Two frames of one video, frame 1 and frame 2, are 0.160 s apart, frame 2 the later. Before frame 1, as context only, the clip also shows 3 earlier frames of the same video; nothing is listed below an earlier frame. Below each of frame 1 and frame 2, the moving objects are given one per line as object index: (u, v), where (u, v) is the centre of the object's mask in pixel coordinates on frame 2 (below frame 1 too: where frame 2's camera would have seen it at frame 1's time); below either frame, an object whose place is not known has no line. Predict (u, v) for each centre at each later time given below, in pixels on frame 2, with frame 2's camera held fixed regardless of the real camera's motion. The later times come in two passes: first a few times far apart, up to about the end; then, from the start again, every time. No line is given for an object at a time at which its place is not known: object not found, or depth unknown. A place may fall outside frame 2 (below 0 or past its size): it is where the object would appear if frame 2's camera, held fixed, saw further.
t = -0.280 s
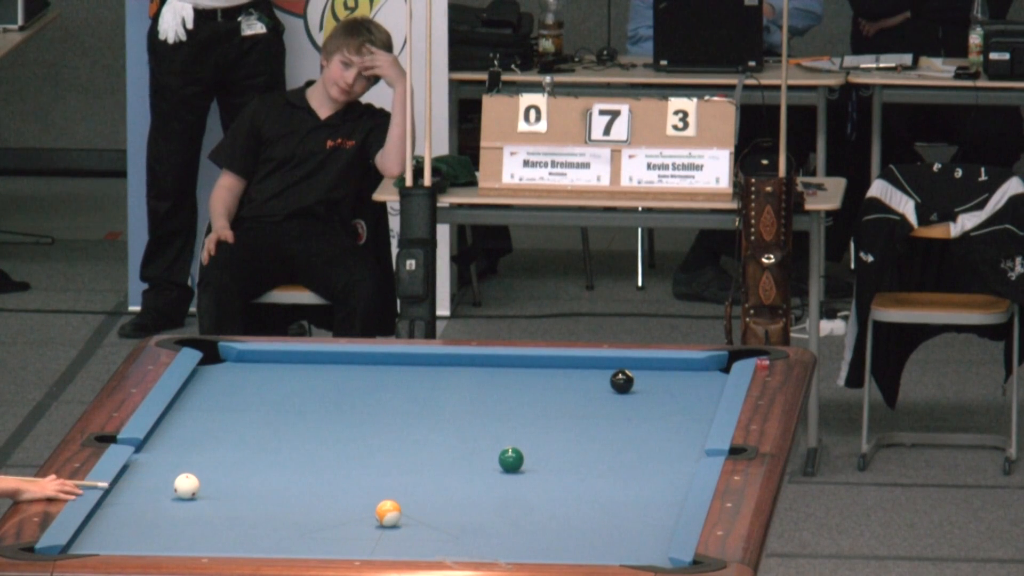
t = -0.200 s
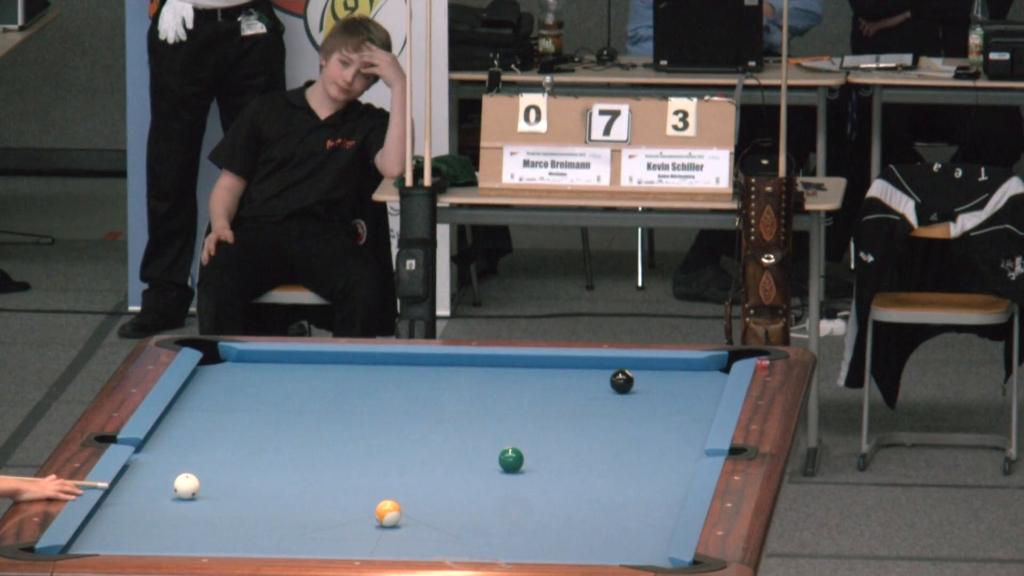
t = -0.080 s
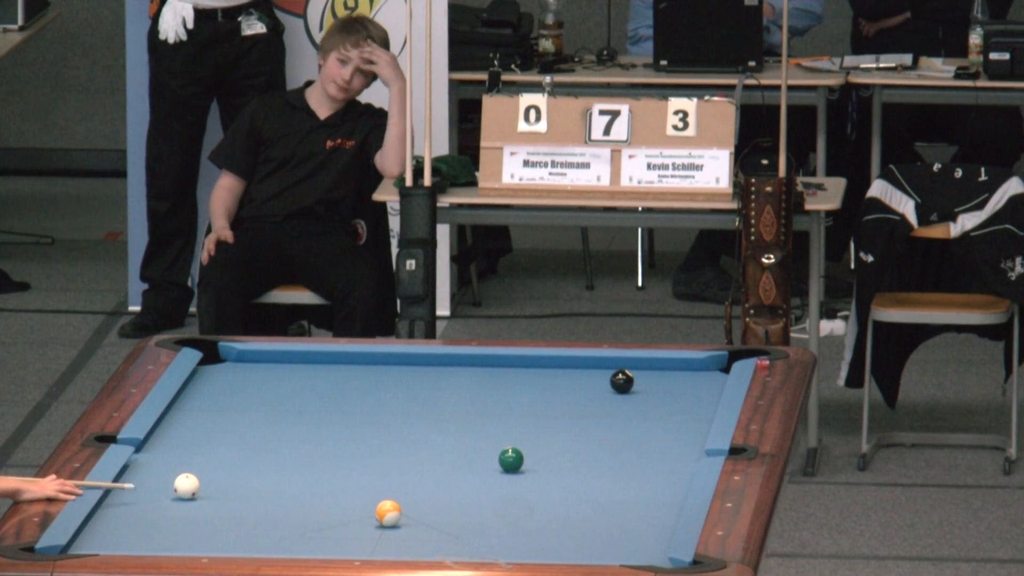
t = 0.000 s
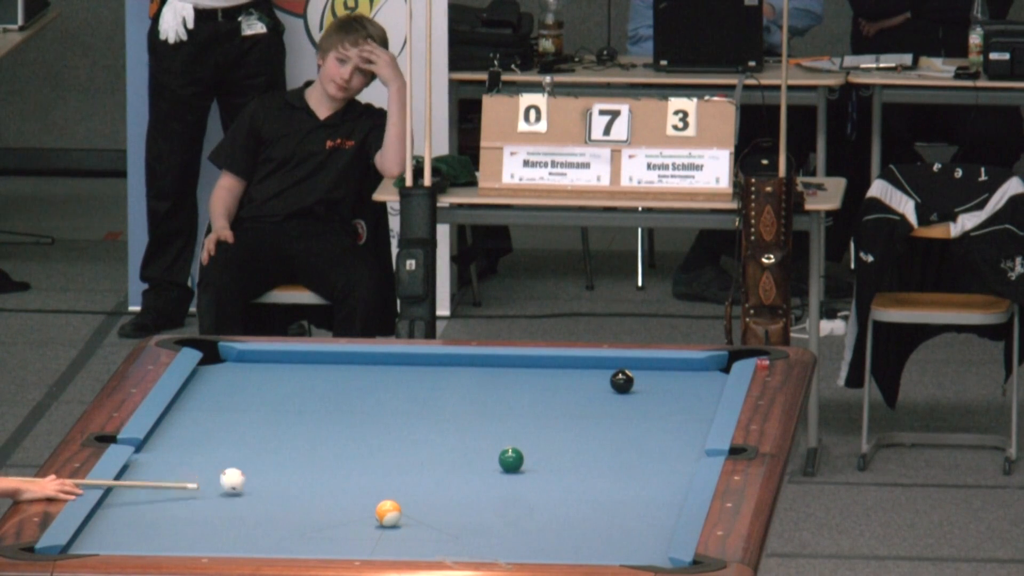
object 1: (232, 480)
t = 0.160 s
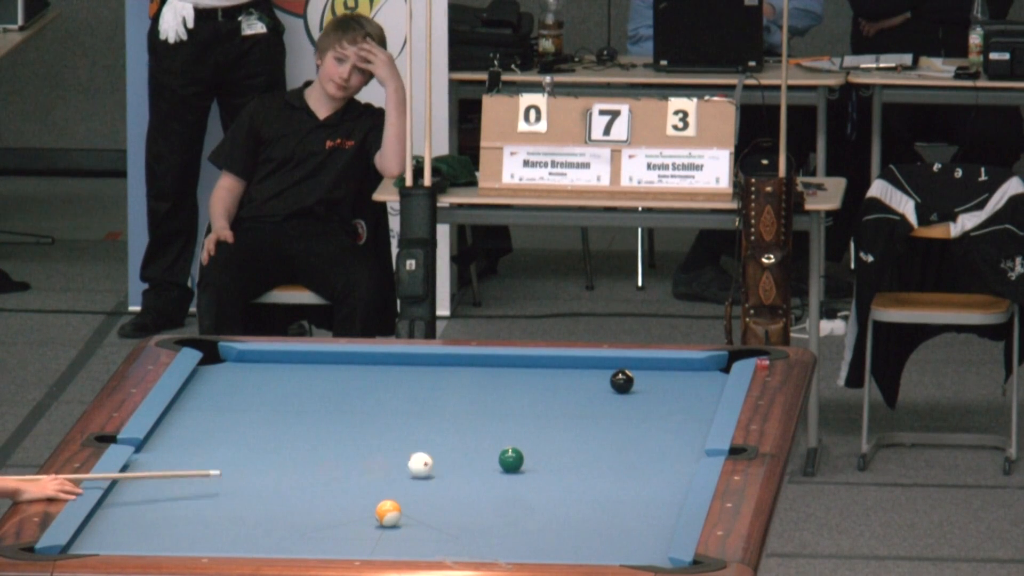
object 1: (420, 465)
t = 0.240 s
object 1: (485, 457)
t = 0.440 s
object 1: (495, 444)
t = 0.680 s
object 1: (508, 428)
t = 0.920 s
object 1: (521, 414)
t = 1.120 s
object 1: (532, 402)
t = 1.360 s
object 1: (544, 389)
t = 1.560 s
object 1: (554, 378)
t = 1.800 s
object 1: (565, 365)
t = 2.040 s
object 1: (563, 364)
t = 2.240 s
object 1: (555, 370)
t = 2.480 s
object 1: (545, 377)
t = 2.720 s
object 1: (535, 383)
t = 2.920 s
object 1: (527, 388)
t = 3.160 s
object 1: (518, 394)
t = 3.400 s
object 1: (509, 399)
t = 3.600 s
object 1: (502, 403)
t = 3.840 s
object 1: (494, 408)
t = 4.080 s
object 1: (487, 412)
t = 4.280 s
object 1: (482, 415)
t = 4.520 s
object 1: (476, 419)
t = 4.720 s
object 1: (471, 422)
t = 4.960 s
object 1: (466, 425)
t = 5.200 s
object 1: (462, 428)
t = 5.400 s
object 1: (459, 430)
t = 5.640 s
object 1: (456, 432)
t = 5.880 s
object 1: (454, 433)
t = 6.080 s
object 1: (453, 434)
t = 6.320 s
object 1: (452, 435)
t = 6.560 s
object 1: (451, 435)
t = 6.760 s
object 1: (451, 435)
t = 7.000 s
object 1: (452, 435)
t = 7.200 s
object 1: (451, 435)
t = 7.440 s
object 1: (451, 435)
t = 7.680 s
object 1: (452, 435)
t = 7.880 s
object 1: (451, 435)
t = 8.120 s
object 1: (451, 436)
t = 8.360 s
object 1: (451, 435)
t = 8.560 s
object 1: (451, 435)
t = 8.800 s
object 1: (451, 435)
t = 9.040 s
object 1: (451, 435)
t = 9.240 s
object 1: (451, 436)
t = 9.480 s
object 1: (451, 436)
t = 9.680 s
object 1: (451, 436)
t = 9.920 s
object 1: (451, 436)
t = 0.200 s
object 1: (462, 461)
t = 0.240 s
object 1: (485, 457)
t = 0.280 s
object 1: (486, 455)
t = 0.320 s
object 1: (488, 452)
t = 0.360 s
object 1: (490, 449)
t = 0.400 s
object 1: (492, 447)
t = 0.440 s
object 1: (495, 444)
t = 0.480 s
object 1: (497, 441)
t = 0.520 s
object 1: (499, 439)
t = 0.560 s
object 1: (502, 436)
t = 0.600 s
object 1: (504, 433)
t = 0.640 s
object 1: (506, 431)
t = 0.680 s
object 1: (508, 428)
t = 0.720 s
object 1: (510, 426)
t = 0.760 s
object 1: (512, 423)
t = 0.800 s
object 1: (515, 421)
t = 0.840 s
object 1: (517, 419)
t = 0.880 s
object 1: (519, 416)
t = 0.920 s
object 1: (521, 414)
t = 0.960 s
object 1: (523, 411)
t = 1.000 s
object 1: (525, 409)
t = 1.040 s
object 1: (527, 407)
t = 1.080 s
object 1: (530, 404)
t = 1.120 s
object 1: (532, 402)
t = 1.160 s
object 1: (534, 400)
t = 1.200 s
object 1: (536, 397)
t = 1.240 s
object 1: (538, 395)
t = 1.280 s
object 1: (540, 393)
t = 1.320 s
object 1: (542, 391)
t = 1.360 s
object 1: (544, 389)
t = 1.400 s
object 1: (546, 386)
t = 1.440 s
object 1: (548, 384)
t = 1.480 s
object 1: (550, 382)
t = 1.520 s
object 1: (552, 380)
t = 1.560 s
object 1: (554, 378)
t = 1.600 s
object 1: (556, 376)
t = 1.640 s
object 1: (558, 373)
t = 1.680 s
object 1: (559, 371)
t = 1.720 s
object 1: (561, 369)
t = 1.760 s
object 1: (563, 367)
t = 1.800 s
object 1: (565, 365)
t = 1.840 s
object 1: (567, 364)
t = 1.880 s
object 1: (569, 362)
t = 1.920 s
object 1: (569, 361)
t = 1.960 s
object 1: (567, 362)
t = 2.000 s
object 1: (565, 363)
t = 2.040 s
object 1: (563, 364)
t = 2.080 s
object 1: (562, 365)
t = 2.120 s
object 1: (560, 367)
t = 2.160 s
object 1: (558, 368)
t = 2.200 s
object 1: (557, 369)
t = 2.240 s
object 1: (555, 370)
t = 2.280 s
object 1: (553, 371)
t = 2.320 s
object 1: (551, 372)
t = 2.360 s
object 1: (550, 373)
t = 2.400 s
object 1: (548, 375)
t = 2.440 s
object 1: (546, 376)
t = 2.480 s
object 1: (545, 377)
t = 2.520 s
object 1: (543, 378)
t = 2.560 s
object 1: (541, 379)
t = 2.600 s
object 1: (540, 380)
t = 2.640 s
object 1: (538, 381)
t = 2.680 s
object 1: (537, 382)
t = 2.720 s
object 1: (535, 383)
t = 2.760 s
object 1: (533, 384)
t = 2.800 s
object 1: (532, 385)
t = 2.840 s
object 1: (530, 386)
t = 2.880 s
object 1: (528, 387)
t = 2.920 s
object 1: (527, 388)
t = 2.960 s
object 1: (525, 389)
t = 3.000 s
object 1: (524, 390)
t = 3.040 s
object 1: (522, 391)
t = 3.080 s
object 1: (521, 392)
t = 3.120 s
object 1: (519, 393)
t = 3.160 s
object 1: (518, 394)
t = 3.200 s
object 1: (516, 394)
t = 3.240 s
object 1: (514, 396)
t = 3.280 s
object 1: (513, 397)
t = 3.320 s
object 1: (511, 397)
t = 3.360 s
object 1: (510, 398)
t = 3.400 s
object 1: (509, 399)
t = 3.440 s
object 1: (507, 400)
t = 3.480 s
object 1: (506, 401)
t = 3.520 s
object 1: (504, 402)
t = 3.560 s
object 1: (503, 402)
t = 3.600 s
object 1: (502, 403)
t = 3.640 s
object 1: (501, 404)
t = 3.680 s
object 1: (499, 405)
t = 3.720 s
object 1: (498, 406)
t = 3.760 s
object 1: (497, 407)
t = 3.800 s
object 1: (496, 407)
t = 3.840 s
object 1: (494, 408)
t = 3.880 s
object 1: (493, 409)
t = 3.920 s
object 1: (492, 410)
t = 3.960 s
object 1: (491, 410)
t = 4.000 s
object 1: (490, 411)
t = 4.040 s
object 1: (488, 412)
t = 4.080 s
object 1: (487, 412)
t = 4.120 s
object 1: (486, 413)
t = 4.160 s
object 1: (485, 414)
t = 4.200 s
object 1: (484, 414)
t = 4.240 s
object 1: (483, 415)
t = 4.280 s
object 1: (482, 415)
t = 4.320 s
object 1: (481, 416)
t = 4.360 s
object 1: (480, 417)
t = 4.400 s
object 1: (479, 418)
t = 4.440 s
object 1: (478, 418)
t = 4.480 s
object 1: (477, 419)
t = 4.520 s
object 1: (476, 419)
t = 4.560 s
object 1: (475, 420)
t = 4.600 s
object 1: (474, 420)
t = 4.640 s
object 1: (473, 421)
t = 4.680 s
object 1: (472, 422)
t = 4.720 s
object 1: (471, 422)
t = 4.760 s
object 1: (471, 423)
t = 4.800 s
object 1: (470, 423)
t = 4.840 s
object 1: (469, 424)
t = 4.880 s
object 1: (468, 424)
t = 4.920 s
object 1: (467, 425)
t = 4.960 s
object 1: (466, 425)
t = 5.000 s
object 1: (465, 426)
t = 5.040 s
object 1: (465, 426)
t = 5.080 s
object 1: (464, 426)
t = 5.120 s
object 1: (464, 427)
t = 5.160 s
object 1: (463, 427)
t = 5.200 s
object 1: (462, 428)
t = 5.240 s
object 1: (461, 428)
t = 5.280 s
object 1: (461, 428)
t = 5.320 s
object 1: (460, 429)
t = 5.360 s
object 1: (459, 429)
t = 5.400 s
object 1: (459, 430)
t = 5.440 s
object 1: (458, 430)
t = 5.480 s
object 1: (458, 430)
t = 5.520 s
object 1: (457, 431)
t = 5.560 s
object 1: (457, 431)
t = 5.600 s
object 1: (456, 431)
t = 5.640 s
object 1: (456, 432)
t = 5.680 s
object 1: (456, 432)
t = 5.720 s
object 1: (455, 432)
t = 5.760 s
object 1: (455, 433)
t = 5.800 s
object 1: (454, 433)
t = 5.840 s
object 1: (454, 433)
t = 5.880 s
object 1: (454, 433)
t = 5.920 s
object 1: (454, 433)
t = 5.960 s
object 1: (453, 434)
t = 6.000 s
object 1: (453, 434)
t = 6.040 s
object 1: (453, 434)
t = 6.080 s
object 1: (453, 434)
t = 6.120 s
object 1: (452, 434)
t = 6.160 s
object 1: (452, 434)
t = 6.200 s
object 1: (452, 435)
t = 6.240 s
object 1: (452, 435)
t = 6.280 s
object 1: (452, 435)
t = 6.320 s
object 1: (452, 435)
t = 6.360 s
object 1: (452, 435)
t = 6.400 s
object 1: (452, 435)
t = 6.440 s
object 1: (452, 435)
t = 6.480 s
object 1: (451, 435)
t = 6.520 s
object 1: (451, 435)
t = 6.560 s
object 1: (451, 435)
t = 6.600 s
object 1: (451, 435)
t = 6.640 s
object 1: (451, 436)
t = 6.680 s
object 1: (451, 435)
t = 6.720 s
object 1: (451, 435)
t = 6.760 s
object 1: (451, 435)
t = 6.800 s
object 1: (451, 435)
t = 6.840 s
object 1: (451, 435)
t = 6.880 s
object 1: (451, 435)
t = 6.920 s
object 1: (451, 435)
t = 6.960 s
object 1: (451, 435)
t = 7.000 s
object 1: (452, 435)
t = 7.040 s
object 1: (451, 435)
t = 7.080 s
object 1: (451, 435)
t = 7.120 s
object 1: (451, 435)
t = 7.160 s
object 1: (451, 436)
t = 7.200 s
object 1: (451, 435)
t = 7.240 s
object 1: (451, 435)
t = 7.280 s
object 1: (451, 435)
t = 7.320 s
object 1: (452, 435)
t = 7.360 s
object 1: (451, 435)
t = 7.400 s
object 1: (451, 435)
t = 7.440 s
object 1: (451, 435)
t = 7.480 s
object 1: (451, 435)
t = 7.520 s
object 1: (451, 435)
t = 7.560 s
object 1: (451, 435)
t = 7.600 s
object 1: (451, 435)
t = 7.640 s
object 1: (451, 435)
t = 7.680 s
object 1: (452, 435)
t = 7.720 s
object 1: (451, 435)
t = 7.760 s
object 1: (451, 435)
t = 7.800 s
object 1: (451, 435)
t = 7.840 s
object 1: (451, 435)
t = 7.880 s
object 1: (451, 435)
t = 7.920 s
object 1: (451, 435)
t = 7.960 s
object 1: (451, 435)
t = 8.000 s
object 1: (451, 435)
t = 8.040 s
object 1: (451, 435)
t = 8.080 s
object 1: (451, 435)
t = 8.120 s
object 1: (451, 436)
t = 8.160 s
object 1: (451, 435)
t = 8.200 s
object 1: (452, 435)
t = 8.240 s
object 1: (451, 435)
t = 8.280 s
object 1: (451, 435)
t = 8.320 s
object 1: (451, 435)
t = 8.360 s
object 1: (451, 435)
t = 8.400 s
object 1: (451, 436)
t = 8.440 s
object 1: (451, 436)
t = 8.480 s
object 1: (451, 435)
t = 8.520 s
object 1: (451, 435)
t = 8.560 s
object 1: (451, 435)
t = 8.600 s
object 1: (451, 435)
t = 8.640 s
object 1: (451, 436)
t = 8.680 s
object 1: (451, 436)
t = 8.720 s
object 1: (451, 435)
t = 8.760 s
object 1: (451, 436)
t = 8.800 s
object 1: (451, 435)
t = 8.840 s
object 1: (451, 435)
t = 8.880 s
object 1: (451, 435)
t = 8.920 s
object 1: (451, 435)
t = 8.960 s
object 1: (451, 436)
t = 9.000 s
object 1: (452, 436)
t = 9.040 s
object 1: (451, 435)
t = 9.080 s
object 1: (451, 435)
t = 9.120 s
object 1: (451, 435)
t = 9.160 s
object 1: (451, 436)
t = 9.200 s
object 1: (451, 436)
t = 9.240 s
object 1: (451, 436)
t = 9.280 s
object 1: (451, 435)
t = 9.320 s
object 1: (451, 435)
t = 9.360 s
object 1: (451, 435)
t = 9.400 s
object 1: (452, 435)
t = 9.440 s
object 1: (452, 436)
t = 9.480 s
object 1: (451, 436)
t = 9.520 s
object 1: (451, 436)
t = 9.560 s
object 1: (451, 435)
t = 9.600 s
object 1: (452, 436)
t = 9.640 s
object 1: (452, 436)
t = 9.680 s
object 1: (451, 436)
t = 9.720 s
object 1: (451, 436)
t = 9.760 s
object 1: (451, 435)
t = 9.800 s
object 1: (451, 436)
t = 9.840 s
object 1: (452, 436)
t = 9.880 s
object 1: (451, 436)
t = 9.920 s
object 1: (451, 436)
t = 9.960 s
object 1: (451, 435)
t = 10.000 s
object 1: (451, 436)
